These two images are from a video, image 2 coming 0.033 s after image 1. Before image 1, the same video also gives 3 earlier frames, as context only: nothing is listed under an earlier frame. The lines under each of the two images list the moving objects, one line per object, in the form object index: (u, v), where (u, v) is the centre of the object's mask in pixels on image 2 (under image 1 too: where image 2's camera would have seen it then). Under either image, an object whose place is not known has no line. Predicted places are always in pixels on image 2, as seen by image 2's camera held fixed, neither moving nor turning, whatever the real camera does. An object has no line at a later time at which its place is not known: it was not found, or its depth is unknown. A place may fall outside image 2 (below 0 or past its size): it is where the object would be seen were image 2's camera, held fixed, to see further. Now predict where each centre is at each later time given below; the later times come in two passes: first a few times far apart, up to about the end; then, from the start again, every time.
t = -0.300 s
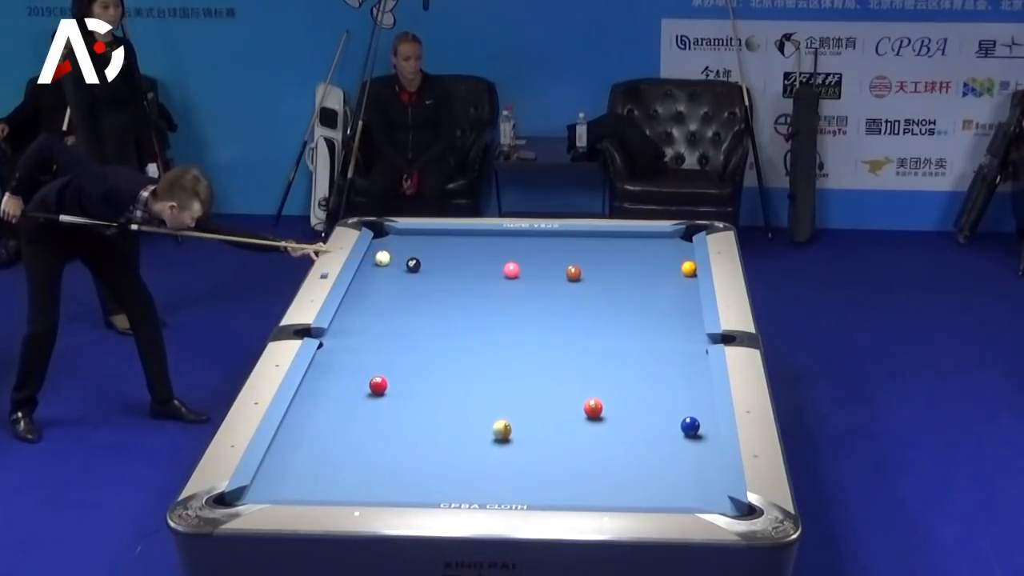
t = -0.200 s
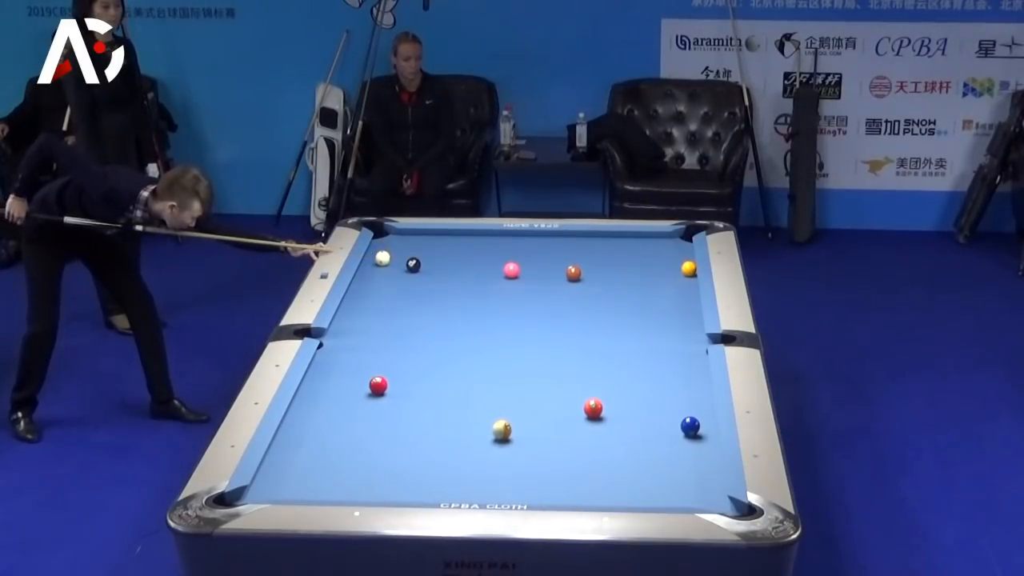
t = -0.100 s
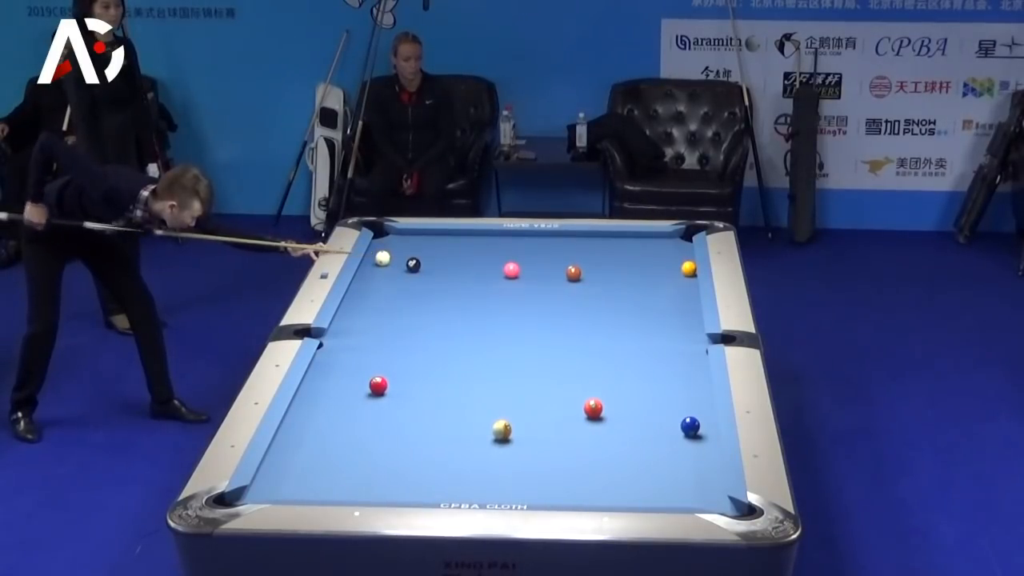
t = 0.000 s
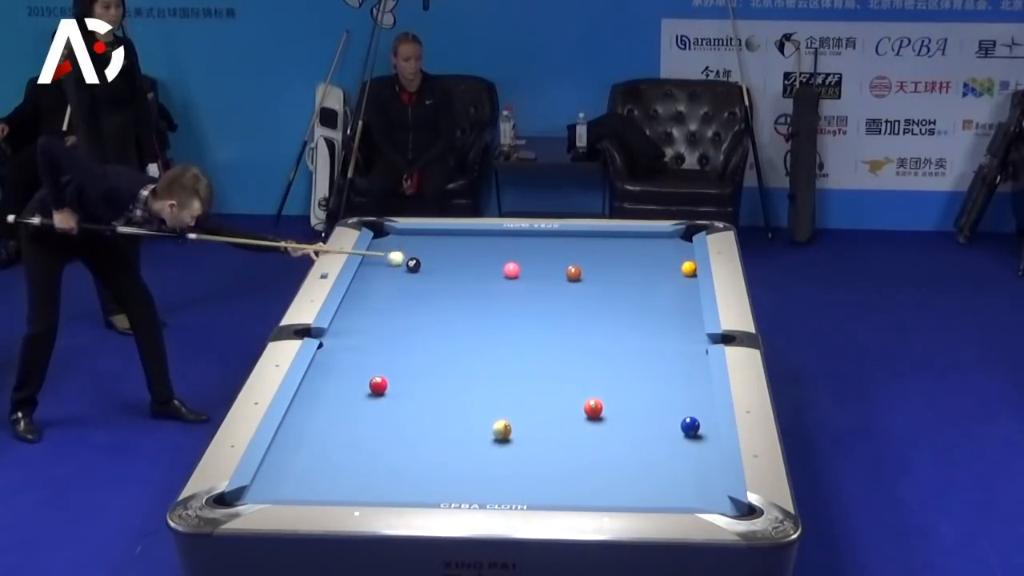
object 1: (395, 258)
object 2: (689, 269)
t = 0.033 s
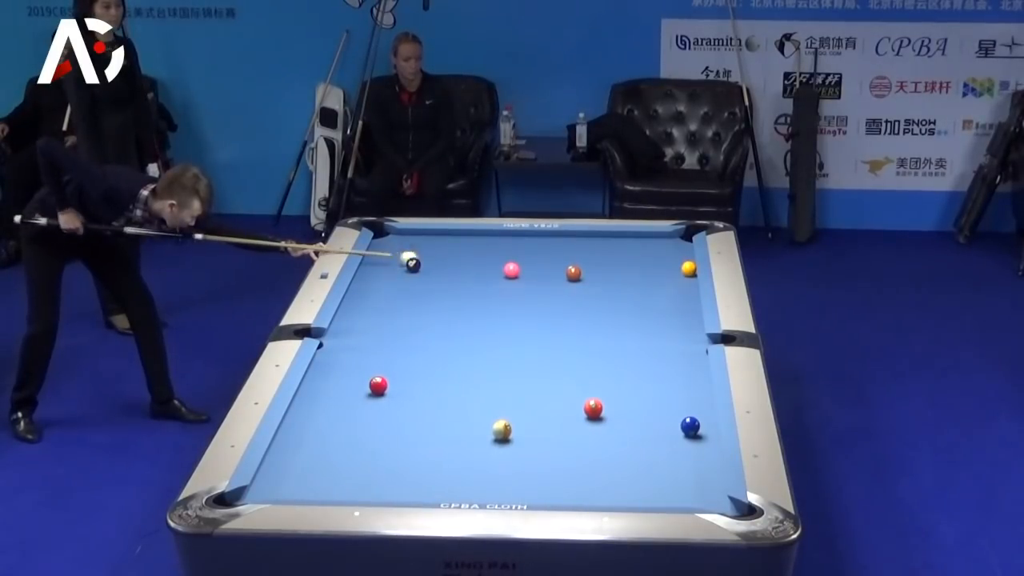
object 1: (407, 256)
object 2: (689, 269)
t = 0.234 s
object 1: (486, 260)
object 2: (689, 269)
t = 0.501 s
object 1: (589, 263)
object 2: (689, 269)
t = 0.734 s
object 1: (676, 264)
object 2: (689, 269)
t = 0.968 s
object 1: (661, 257)
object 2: (669, 273)
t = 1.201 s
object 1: (638, 250)
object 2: (650, 278)
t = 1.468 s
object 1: (612, 244)
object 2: (629, 283)
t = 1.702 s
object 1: (591, 238)
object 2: (611, 287)
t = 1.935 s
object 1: (572, 234)
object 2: (594, 292)
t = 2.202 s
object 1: (552, 237)
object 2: (575, 296)
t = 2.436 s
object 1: (535, 239)
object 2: (560, 300)
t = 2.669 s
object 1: (519, 242)
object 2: (545, 303)
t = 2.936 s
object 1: (501, 244)
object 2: (529, 307)
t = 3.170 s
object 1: (487, 246)
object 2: (516, 310)
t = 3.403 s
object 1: (474, 248)
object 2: (504, 313)
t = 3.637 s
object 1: (461, 251)
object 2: (493, 316)
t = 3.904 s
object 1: (448, 252)
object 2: (480, 319)
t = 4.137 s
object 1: (436, 254)
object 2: (471, 322)
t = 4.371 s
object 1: (427, 255)
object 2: (461, 324)
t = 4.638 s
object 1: (417, 255)
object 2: (452, 326)
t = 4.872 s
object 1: (407, 256)
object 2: (444, 328)
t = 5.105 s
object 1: (400, 259)
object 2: (438, 329)
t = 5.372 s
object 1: (393, 260)
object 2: (432, 331)
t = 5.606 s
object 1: (388, 260)
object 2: (427, 332)
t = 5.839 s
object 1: (384, 261)
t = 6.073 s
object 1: (380, 261)
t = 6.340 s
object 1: (377, 261)
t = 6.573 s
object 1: (376, 262)
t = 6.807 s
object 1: (376, 262)
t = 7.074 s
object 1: (376, 262)
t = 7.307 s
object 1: (376, 262)
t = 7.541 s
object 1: (376, 262)
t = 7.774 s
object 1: (375, 262)
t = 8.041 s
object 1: (375, 262)
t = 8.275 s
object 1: (376, 262)
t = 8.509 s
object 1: (375, 262)
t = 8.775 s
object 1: (375, 262)
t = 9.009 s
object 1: (375, 262)
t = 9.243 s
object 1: (375, 262)
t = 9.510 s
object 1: (375, 262)
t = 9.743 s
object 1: (375, 262)
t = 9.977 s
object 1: (375, 262)
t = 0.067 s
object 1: (423, 258)
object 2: (689, 269)
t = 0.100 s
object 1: (434, 259)
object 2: (689, 269)
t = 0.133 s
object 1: (447, 260)
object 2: (689, 268)
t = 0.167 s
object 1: (460, 260)
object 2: (689, 268)
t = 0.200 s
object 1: (473, 260)
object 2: (689, 269)
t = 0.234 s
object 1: (486, 260)
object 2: (689, 269)
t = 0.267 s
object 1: (498, 260)
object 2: (689, 269)
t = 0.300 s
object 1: (511, 259)
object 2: (689, 269)
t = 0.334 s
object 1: (525, 261)
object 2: (689, 268)
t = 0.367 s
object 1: (537, 262)
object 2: (689, 268)
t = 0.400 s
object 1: (550, 262)
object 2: (689, 268)
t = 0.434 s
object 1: (562, 262)
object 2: (689, 269)
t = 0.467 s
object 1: (576, 262)
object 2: (689, 269)
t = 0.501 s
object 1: (589, 263)
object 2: (689, 269)
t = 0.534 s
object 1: (602, 263)
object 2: (689, 269)
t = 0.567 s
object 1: (615, 263)
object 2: (689, 269)
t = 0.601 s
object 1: (627, 264)
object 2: (689, 268)
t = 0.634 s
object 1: (640, 264)
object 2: (689, 269)
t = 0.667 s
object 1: (653, 265)
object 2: (689, 269)
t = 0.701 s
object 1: (666, 265)
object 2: (689, 269)
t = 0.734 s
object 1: (676, 264)
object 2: (689, 269)
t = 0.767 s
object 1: (684, 260)
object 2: (688, 269)
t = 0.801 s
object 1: (686, 260)
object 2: (683, 271)
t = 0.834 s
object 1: (679, 259)
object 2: (680, 271)
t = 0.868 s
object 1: (674, 258)
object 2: (677, 271)
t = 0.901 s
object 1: (669, 258)
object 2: (674, 272)
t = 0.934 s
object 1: (665, 257)
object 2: (672, 273)
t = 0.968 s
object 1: (661, 257)
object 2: (669, 273)
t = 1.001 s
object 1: (658, 256)
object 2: (666, 274)
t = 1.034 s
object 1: (654, 255)
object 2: (663, 275)
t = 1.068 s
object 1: (651, 254)
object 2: (661, 276)
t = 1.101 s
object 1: (648, 253)
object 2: (658, 276)
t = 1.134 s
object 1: (644, 252)
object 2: (655, 277)
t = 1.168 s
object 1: (641, 251)
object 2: (652, 278)
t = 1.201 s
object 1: (638, 250)
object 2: (650, 278)
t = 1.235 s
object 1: (634, 250)
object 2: (647, 279)
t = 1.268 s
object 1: (631, 249)
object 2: (644, 279)
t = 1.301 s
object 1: (628, 248)
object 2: (642, 280)
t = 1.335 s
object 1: (625, 247)
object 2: (639, 281)
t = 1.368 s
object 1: (622, 246)
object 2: (636, 281)
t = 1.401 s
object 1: (618, 245)
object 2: (634, 282)
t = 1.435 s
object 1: (615, 245)
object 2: (631, 283)
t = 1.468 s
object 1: (612, 244)
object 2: (629, 283)
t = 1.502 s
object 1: (609, 243)
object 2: (626, 284)
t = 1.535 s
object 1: (606, 242)
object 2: (624, 284)
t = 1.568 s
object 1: (603, 241)
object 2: (621, 285)
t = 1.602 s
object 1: (600, 241)
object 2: (619, 286)
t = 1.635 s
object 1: (597, 240)
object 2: (616, 286)
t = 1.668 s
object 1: (594, 239)
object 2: (613, 287)
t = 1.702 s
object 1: (591, 238)
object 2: (611, 287)
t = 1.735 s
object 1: (588, 237)
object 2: (609, 288)
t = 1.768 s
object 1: (586, 237)
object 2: (606, 289)
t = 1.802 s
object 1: (583, 236)
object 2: (603, 289)
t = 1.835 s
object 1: (580, 235)
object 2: (601, 290)
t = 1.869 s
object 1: (577, 234)
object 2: (599, 290)
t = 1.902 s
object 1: (574, 234)
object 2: (596, 291)
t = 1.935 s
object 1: (572, 234)
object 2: (594, 292)
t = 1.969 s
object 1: (569, 234)
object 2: (592, 292)
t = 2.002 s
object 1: (567, 234)
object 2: (589, 293)
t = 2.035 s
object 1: (564, 235)
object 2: (587, 293)
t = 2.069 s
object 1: (562, 235)
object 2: (585, 294)
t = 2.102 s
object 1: (559, 236)
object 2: (582, 294)
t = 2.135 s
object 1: (557, 236)
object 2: (580, 295)
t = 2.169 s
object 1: (554, 236)
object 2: (578, 295)
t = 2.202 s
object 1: (552, 237)
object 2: (575, 296)
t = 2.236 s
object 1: (549, 237)
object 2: (573, 297)
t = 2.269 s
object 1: (547, 237)
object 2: (571, 297)
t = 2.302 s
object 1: (544, 238)
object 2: (569, 298)
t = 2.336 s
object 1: (542, 238)
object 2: (566, 298)
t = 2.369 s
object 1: (540, 239)
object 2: (564, 299)
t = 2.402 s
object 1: (537, 239)
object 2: (562, 299)
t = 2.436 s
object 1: (535, 239)
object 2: (560, 300)
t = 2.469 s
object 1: (533, 240)
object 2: (558, 300)
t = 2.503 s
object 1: (530, 240)
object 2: (555, 301)
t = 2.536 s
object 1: (528, 240)
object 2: (554, 301)
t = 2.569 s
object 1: (526, 241)
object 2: (551, 302)
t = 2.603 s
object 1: (523, 241)
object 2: (549, 302)
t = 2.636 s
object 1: (521, 241)
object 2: (547, 303)
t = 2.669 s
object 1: (519, 242)
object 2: (545, 303)
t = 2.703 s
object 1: (517, 242)
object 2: (543, 304)
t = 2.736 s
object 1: (514, 243)
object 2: (541, 304)
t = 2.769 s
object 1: (512, 243)
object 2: (539, 305)
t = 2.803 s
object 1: (510, 243)
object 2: (537, 305)
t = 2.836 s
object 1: (508, 243)
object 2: (535, 306)
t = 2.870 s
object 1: (506, 244)
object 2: (533, 306)
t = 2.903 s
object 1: (504, 244)
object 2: (531, 307)
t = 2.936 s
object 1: (501, 244)
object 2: (529, 307)
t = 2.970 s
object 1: (499, 245)
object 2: (527, 308)
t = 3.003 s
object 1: (497, 245)
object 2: (525, 308)
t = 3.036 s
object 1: (495, 245)
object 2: (524, 309)
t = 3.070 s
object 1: (493, 246)
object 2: (522, 309)
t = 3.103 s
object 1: (491, 246)
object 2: (520, 310)
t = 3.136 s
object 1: (489, 246)
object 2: (518, 310)
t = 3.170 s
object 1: (487, 246)
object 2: (516, 310)
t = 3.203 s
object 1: (485, 247)
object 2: (515, 311)
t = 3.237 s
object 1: (483, 247)
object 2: (513, 311)
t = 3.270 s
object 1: (481, 247)
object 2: (511, 312)
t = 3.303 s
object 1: (479, 248)
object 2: (509, 312)
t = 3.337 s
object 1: (477, 248)
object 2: (507, 313)
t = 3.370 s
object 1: (475, 248)
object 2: (505, 313)
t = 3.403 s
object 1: (474, 248)
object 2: (504, 313)
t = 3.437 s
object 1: (472, 249)
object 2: (502, 314)
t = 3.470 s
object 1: (470, 249)
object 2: (501, 314)
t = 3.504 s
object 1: (468, 249)
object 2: (499, 315)
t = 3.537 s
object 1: (466, 249)
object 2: (498, 315)
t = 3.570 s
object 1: (464, 250)
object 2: (496, 316)
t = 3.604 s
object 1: (463, 250)
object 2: (494, 316)
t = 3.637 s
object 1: (461, 251)
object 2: (493, 316)
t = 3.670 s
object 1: (459, 251)
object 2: (491, 317)
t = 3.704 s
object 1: (457, 251)
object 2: (489, 317)
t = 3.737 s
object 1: (456, 251)
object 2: (488, 317)
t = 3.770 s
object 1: (454, 252)
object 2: (486, 318)
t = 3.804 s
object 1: (452, 252)
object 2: (485, 318)
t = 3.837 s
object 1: (451, 252)
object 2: (483, 319)
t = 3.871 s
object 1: (449, 252)
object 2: (482, 319)
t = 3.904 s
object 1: (448, 252)
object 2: (480, 319)
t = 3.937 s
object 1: (446, 253)
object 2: (479, 320)
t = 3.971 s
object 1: (444, 253)
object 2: (478, 320)
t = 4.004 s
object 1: (443, 253)
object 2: (476, 320)
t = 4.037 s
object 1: (441, 254)
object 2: (475, 321)
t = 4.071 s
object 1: (439, 254)
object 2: (473, 321)
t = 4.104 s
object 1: (438, 254)
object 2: (472, 321)
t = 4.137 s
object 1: (436, 254)
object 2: (471, 322)
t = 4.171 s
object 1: (435, 254)
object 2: (469, 322)
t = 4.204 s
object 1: (433, 255)
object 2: (468, 322)
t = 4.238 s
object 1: (432, 255)
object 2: (467, 323)
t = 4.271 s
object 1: (431, 255)
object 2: (465, 323)
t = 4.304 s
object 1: (429, 255)
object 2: (464, 323)
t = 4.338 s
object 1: (428, 255)
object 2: (463, 324)
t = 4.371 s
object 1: (427, 255)
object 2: (461, 324)
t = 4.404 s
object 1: (425, 255)
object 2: (460, 324)
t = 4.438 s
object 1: (424, 255)
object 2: (459, 325)
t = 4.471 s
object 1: (423, 255)
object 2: (458, 325)
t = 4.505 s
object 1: (422, 255)
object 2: (456, 325)
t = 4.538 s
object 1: (421, 255)
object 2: (455, 326)
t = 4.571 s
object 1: (420, 255)
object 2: (454, 326)
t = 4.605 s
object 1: (418, 255)
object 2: (453, 326)
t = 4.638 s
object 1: (417, 255)
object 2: (452, 326)
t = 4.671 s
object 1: (415, 255)
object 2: (451, 327)
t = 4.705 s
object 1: (414, 255)
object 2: (450, 327)
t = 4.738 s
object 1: (413, 255)
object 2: (449, 327)
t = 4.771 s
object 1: (411, 255)
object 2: (448, 327)
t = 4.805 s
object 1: (410, 255)
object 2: (446, 328)
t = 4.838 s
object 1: (408, 256)
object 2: (445, 328)
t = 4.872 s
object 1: (407, 256)
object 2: (444, 328)
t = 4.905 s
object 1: (406, 257)
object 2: (444, 328)
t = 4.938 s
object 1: (404, 257)
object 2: (442, 328)
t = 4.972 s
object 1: (403, 258)
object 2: (442, 328)
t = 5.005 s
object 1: (402, 258)
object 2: (440, 329)
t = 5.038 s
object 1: (402, 258)
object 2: (440, 329)
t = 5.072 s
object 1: (401, 258)
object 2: (439, 329)
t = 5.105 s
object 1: (400, 259)
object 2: (438, 329)
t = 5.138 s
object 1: (399, 259)
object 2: (437, 330)
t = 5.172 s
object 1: (398, 259)
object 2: (436, 330)
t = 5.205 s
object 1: (398, 259)
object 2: (436, 330)
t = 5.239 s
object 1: (397, 259)
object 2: (435, 330)
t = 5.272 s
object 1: (396, 259)
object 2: (434, 331)
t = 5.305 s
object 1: (395, 260)
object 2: (433, 331)
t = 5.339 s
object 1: (394, 260)
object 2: (433, 331)
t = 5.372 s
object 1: (393, 260)
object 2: (432, 331)
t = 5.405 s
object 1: (392, 260)
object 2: (431, 331)
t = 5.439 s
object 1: (391, 260)
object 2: (431, 331)
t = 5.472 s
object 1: (391, 260)
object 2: (430, 331)
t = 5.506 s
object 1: (390, 260)
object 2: (429, 332)
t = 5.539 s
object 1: (389, 260)
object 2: (429, 332)
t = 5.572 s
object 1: (388, 260)
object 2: (428, 332)
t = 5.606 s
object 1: (388, 260)
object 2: (427, 332)
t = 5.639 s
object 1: (387, 260)
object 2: (427, 332)
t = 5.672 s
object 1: (387, 260)
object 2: (426, 332)
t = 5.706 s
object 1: (386, 261)
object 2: (426, 332)
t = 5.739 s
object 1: (385, 261)
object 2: (425, 333)
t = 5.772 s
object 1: (384, 261)
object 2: (425, 333)
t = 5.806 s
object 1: (384, 261)
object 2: (424, 333)
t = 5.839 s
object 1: (384, 261)
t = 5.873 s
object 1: (383, 261)
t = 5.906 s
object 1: (382, 261)
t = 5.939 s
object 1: (382, 261)
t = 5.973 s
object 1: (381, 261)
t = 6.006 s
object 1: (381, 261)
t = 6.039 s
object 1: (380, 261)
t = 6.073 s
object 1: (380, 261)
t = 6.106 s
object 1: (380, 261)
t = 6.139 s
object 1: (379, 261)
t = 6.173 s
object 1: (379, 261)
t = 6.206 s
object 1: (378, 261)
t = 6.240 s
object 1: (378, 261)
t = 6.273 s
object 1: (378, 261)
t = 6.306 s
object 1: (377, 261)
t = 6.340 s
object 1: (377, 261)
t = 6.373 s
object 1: (377, 262)
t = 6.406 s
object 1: (377, 262)
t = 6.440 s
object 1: (376, 262)
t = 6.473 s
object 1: (376, 262)
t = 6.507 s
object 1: (376, 262)
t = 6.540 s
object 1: (376, 262)
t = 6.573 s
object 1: (376, 262)
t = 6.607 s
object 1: (375, 262)
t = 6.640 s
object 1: (375, 262)
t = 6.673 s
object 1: (375, 262)
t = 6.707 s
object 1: (375, 262)
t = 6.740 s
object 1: (375, 262)
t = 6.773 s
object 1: (376, 262)
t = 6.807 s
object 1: (376, 262)
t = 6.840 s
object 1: (376, 262)
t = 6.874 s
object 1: (376, 262)
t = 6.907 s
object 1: (376, 262)
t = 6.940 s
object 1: (375, 262)
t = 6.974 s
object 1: (375, 262)
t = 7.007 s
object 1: (375, 262)
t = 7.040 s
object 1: (376, 262)
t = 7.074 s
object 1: (376, 262)
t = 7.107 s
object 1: (376, 262)
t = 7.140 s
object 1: (376, 262)
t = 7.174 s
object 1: (376, 262)
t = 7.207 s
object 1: (376, 262)
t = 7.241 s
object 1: (376, 262)
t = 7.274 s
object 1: (376, 262)
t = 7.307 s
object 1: (376, 262)
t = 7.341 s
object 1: (375, 262)
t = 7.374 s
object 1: (375, 262)
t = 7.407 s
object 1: (375, 262)
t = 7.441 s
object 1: (375, 262)
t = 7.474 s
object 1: (375, 262)
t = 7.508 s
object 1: (376, 262)
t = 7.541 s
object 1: (376, 262)
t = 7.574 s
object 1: (376, 262)
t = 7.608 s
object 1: (376, 262)
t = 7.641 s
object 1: (376, 262)
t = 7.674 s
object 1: (375, 262)
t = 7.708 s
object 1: (375, 262)
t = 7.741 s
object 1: (375, 262)
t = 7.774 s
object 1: (375, 262)
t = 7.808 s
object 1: (375, 262)
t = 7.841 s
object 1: (375, 262)
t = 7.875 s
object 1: (375, 262)
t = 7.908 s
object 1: (376, 262)
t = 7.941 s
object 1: (375, 262)
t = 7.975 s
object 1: (375, 262)
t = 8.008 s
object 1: (375, 262)
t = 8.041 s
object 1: (375, 262)
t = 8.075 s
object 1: (376, 262)
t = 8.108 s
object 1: (375, 262)
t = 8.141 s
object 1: (375, 262)
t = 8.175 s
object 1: (375, 262)
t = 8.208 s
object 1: (375, 262)
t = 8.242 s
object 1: (376, 262)
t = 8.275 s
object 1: (376, 262)
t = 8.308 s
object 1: (375, 262)
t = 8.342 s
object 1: (375, 262)
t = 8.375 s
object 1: (375, 262)
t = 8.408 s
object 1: (375, 262)
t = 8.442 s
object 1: (375, 262)
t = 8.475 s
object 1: (375, 262)
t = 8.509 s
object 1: (375, 262)
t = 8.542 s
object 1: (375, 262)
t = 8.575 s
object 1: (375, 262)
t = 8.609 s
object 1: (375, 262)
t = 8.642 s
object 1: (375, 262)
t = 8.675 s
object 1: (375, 262)
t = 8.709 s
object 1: (375, 262)
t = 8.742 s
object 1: (375, 262)
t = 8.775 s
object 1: (375, 262)
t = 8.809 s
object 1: (375, 262)
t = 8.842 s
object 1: (375, 262)
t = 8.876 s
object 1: (375, 262)
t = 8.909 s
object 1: (375, 262)
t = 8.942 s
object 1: (375, 262)
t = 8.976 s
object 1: (376, 262)
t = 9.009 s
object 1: (375, 262)
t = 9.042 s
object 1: (375, 262)
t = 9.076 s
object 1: (375, 262)
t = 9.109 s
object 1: (375, 262)
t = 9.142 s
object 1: (376, 262)
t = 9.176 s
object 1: (375, 262)
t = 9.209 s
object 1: (375, 262)
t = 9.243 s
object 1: (375, 262)
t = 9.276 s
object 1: (375, 262)
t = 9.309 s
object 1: (375, 262)
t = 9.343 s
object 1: (375, 262)
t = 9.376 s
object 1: (375, 262)
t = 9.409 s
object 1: (375, 262)
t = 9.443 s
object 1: (375, 262)
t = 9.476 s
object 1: (375, 262)
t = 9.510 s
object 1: (375, 262)
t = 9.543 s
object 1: (375, 262)
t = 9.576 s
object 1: (375, 262)
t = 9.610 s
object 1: (375, 262)
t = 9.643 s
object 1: (375, 262)
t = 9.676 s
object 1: (375, 262)
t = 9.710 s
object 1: (375, 262)
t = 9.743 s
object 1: (375, 262)
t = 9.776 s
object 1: (375, 262)
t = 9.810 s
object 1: (375, 262)
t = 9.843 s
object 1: (375, 262)
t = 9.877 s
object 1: (375, 262)
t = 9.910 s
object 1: (375, 262)
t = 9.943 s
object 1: (375, 262)
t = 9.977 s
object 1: (375, 262)
